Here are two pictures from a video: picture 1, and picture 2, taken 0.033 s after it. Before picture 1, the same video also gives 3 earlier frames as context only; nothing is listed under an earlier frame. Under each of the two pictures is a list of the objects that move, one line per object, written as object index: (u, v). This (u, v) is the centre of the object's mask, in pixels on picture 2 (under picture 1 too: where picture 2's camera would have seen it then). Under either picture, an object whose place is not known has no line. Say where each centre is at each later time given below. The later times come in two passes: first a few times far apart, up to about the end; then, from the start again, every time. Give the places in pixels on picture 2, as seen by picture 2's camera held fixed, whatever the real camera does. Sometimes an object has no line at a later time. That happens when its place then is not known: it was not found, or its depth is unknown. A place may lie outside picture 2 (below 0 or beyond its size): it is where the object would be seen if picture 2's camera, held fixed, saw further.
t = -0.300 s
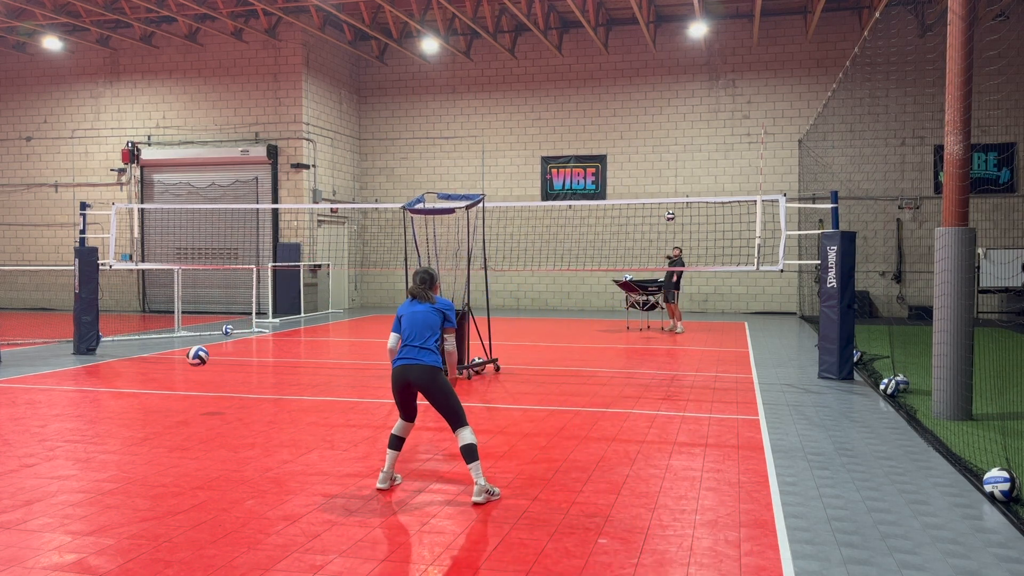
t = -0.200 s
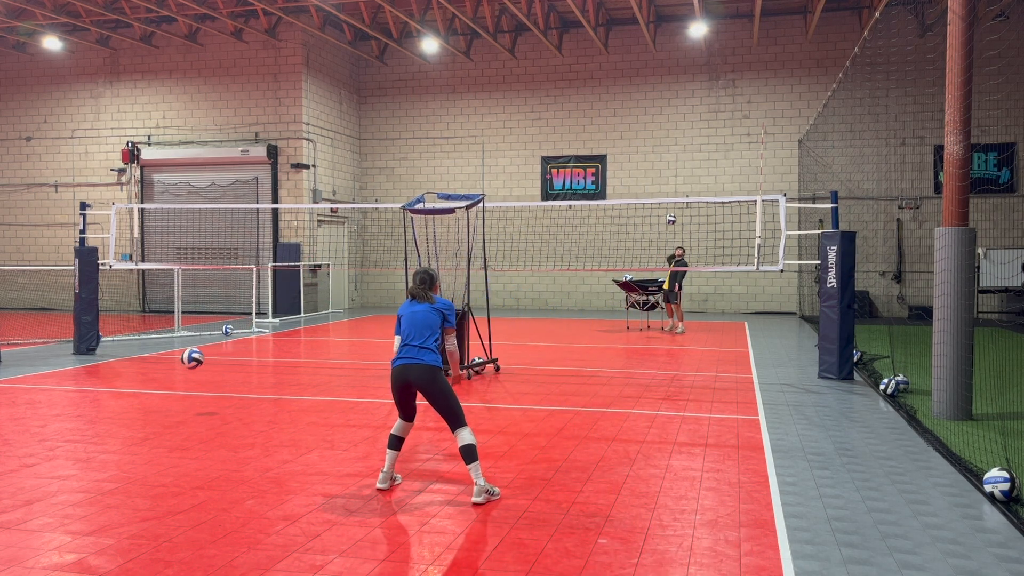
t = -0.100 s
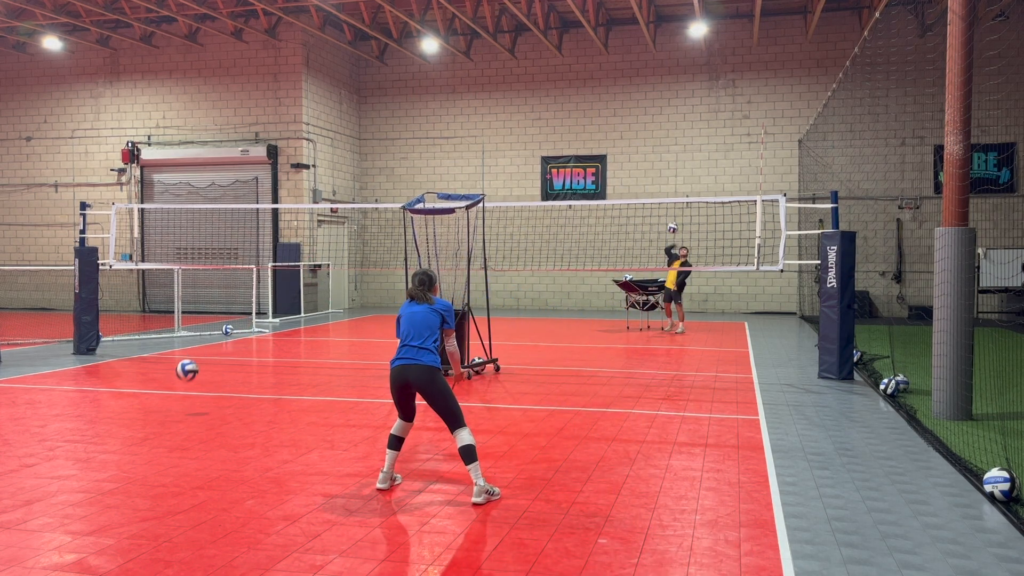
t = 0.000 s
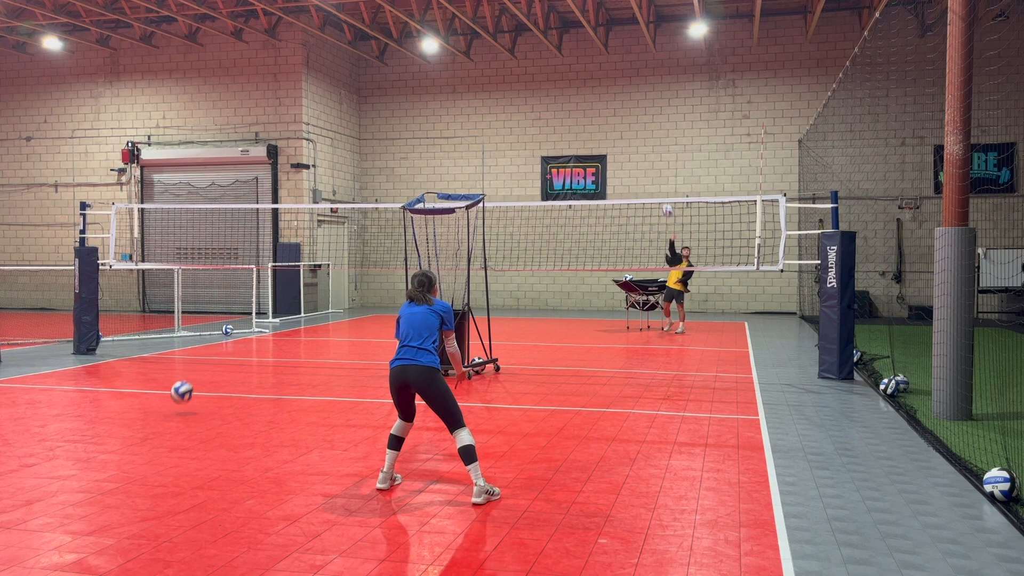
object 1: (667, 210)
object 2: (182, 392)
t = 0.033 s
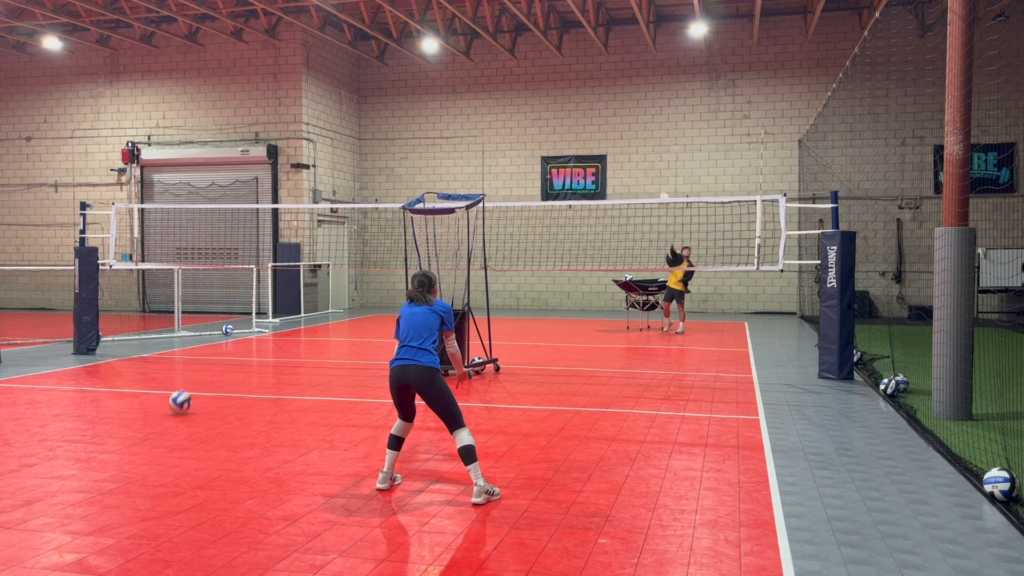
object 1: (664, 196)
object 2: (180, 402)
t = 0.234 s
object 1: (646, 137)
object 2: (170, 377)
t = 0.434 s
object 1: (623, 92)
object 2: (161, 387)
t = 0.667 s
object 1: (585, 72)
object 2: (151, 389)
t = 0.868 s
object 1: (542, 93)
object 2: (143, 399)
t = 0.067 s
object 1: (661, 188)
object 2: (178, 399)
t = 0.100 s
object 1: (658, 177)
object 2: (177, 393)
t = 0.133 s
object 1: (655, 166)
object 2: (175, 387)
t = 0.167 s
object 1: (652, 156)
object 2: (174, 383)
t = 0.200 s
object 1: (649, 146)
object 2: (172, 379)
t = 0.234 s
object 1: (646, 137)
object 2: (170, 377)
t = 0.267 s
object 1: (643, 128)
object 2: (169, 376)
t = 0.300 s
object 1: (639, 120)
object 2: (167, 376)
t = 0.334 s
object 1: (635, 112)
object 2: (166, 377)
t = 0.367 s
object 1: (631, 105)
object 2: (164, 379)
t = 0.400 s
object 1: (627, 98)
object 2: (163, 382)
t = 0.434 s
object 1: (623, 92)
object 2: (161, 387)
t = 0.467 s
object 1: (618, 88)
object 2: (160, 392)
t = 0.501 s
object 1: (614, 83)
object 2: (158, 399)
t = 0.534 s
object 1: (608, 79)
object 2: (157, 404)
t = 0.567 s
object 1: (603, 76)
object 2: (155, 399)
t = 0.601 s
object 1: (597, 74)
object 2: (154, 395)
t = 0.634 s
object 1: (591, 72)
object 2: (152, 391)
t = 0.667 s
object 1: (585, 72)
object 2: (151, 389)
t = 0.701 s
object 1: (579, 72)
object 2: (150, 388)
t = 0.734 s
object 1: (572, 74)
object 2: (148, 388)
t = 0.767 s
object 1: (565, 77)
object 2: (147, 389)
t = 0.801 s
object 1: (558, 81)
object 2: (146, 392)
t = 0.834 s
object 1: (550, 86)
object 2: (144, 395)
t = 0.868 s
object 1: (542, 93)
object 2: (143, 399)
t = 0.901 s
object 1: (534, 101)
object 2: (142, 405)
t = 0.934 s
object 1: (526, 112)
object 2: (140, 403)
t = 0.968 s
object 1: (517, 124)
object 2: (139, 400)
